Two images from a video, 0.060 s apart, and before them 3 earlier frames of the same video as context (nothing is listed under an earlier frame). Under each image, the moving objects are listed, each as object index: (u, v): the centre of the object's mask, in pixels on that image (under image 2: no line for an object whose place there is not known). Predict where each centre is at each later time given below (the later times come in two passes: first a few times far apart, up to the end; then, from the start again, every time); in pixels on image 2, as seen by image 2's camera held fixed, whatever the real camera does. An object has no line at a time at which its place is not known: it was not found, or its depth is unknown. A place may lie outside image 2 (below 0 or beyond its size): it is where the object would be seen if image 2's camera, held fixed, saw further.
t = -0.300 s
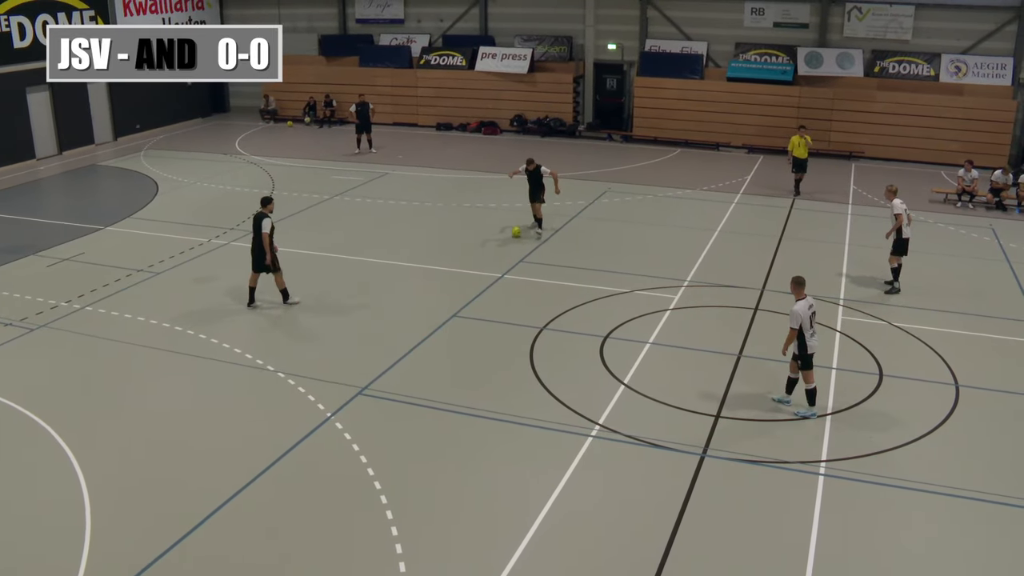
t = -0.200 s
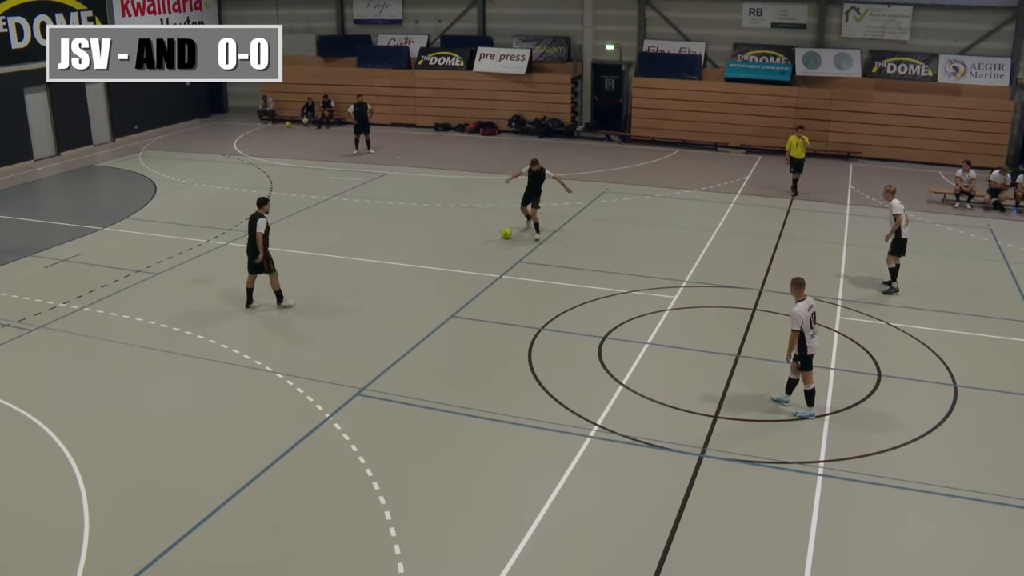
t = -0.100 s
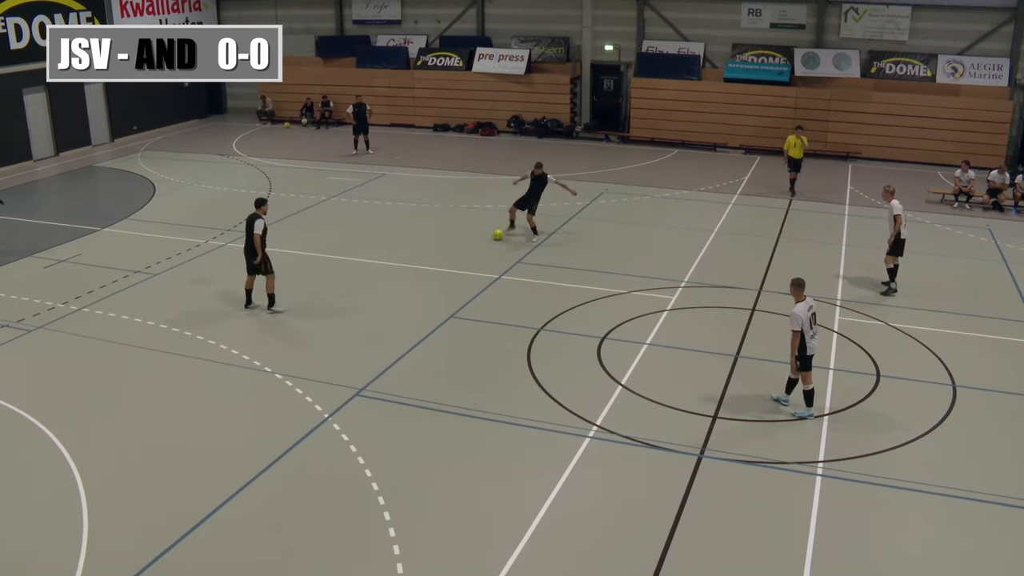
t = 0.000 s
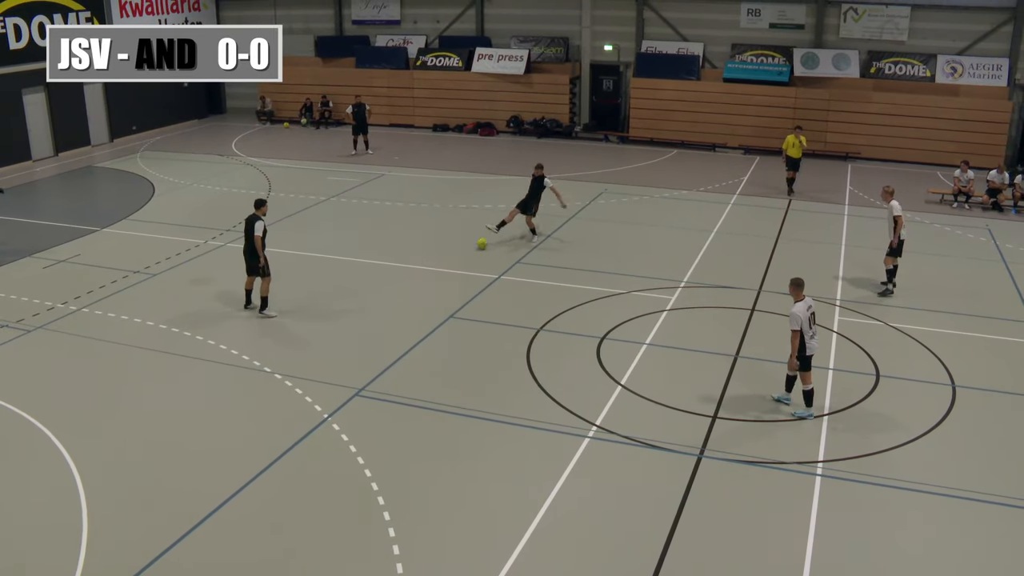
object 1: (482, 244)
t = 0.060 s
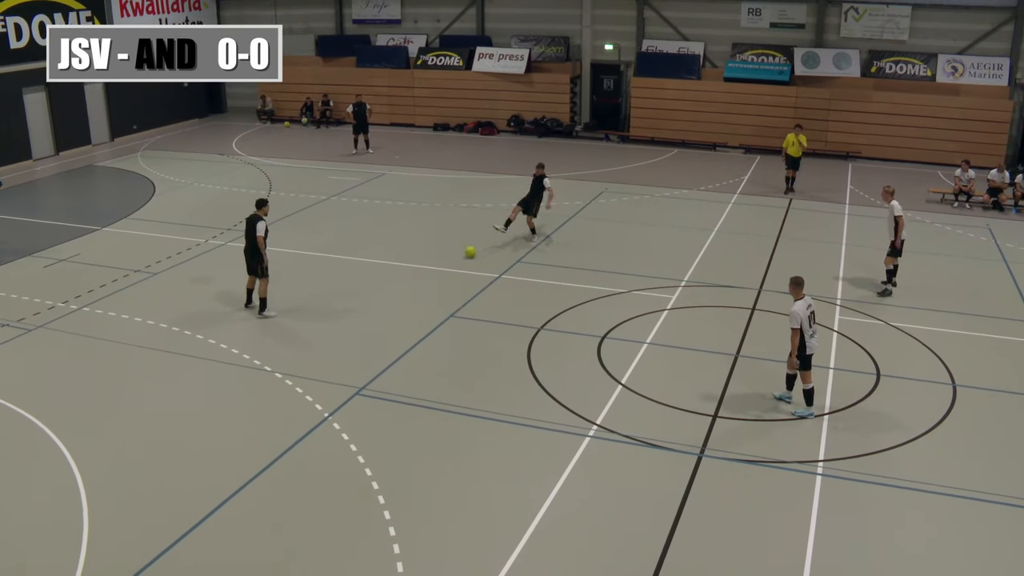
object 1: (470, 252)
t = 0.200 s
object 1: (443, 271)
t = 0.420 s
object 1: (399, 305)
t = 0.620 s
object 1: (357, 338)
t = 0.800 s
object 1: (312, 371)
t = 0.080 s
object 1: (466, 256)
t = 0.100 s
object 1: (463, 258)
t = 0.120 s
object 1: (458, 260)
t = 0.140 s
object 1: (455, 263)
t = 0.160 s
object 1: (451, 264)
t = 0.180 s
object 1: (447, 267)
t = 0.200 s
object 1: (443, 271)
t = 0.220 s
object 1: (439, 275)
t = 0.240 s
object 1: (435, 278)
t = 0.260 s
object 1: (431, 282)
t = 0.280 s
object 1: (427, 285)
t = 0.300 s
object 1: (423, 288)
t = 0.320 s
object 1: (419, 290)
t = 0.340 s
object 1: (415, 293)
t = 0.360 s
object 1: (411, 296)
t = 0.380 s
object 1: (407, 298)
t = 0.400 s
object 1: (403, 302)
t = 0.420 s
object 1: (399, 305)
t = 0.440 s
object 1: (395, 309)
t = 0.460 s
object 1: (391, 312)
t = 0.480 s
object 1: (387, 315)
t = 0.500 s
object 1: (383, 318)
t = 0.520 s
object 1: (379, 321)
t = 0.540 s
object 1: (374, 325)
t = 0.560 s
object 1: (370, 328)
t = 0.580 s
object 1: (366, 331)
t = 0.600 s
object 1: (361, 335)
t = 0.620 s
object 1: (357, 338)
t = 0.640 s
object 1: (352, 342)
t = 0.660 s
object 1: (347, 346)
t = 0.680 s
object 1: (342, 348)
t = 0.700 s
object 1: (337, 351)
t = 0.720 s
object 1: (332, 354)
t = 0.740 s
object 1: (328, 358)
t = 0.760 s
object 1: (323, 363)
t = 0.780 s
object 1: (317, 366)
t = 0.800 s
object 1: (312, 371)
